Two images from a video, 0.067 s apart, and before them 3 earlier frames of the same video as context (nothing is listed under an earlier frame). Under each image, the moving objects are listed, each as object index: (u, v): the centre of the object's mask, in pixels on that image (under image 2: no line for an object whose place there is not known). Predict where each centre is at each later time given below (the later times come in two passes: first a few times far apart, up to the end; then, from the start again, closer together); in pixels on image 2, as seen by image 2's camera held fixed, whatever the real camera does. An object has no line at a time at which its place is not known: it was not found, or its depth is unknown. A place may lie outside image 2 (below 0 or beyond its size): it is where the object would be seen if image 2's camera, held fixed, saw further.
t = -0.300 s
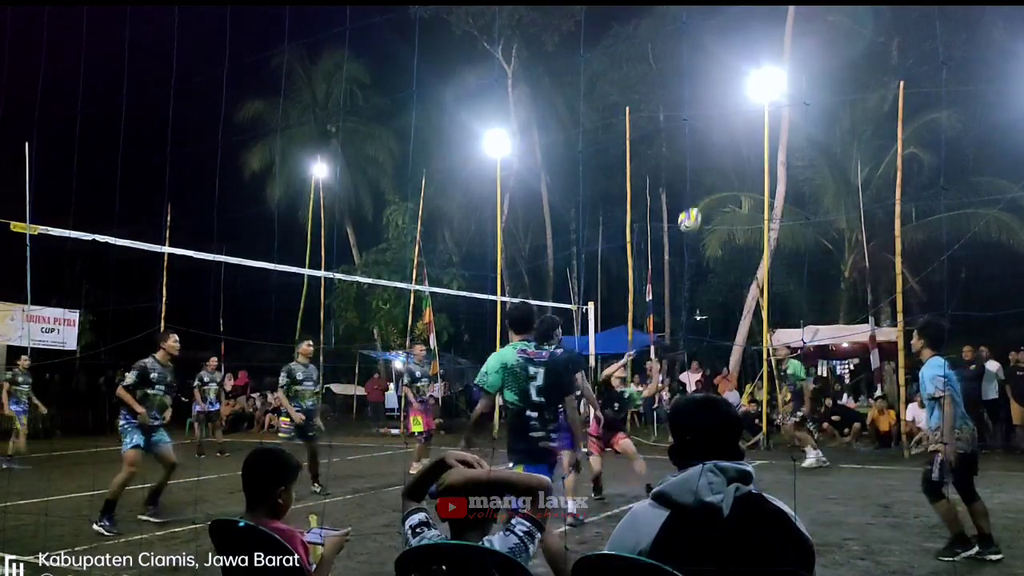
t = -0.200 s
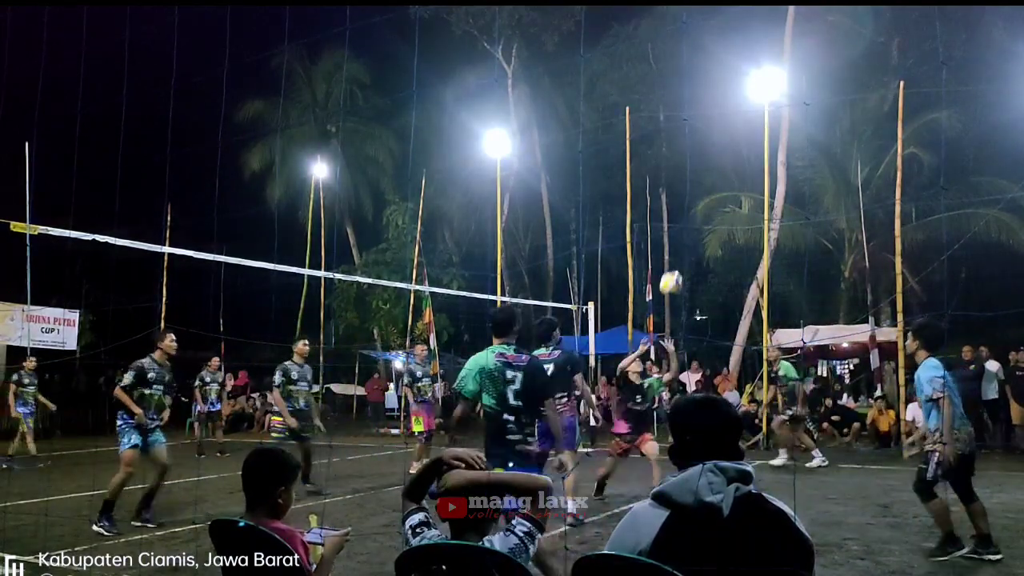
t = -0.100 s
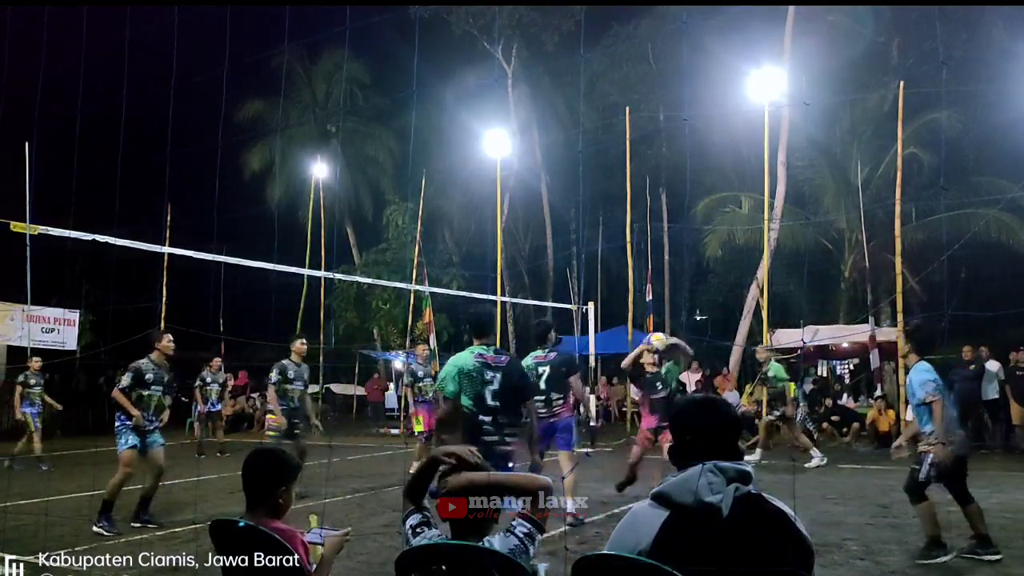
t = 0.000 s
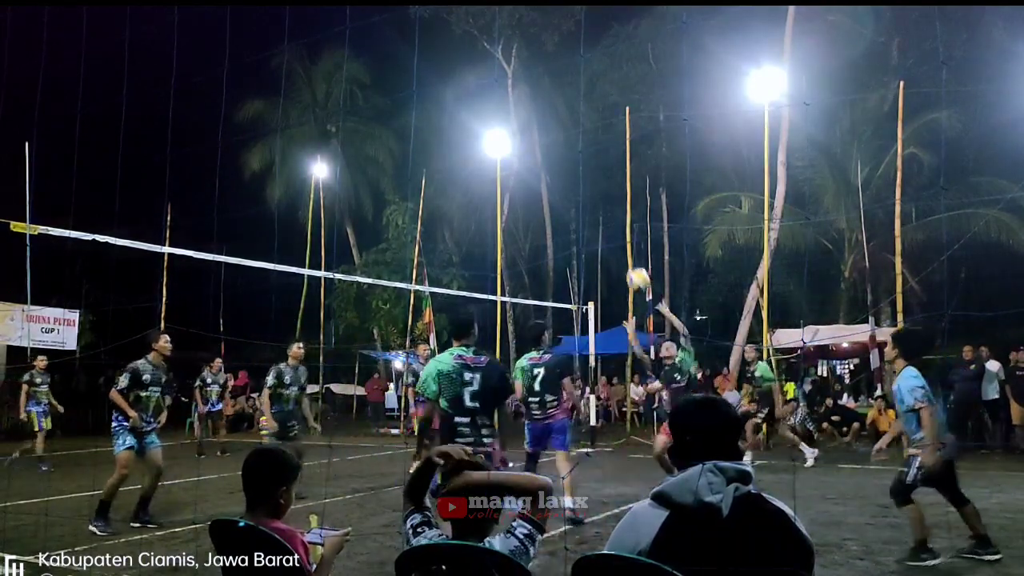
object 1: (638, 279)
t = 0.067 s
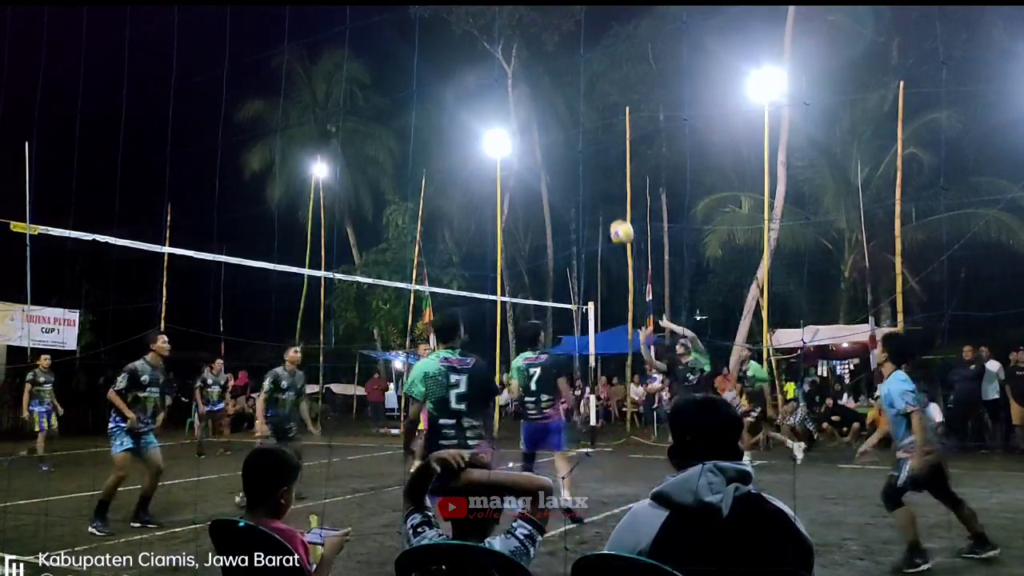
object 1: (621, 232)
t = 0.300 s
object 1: (570, 105)
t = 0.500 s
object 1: (523, 27)
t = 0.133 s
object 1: (605, 188)
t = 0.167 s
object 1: (597, 168)
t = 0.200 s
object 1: (589, 149)
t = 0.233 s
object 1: (586, 139)
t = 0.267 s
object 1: (578, 122)
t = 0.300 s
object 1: (570, 105)
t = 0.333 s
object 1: (562, 89)
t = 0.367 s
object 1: (555, 75)
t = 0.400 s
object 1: (546, 61)
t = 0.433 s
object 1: (539, 48)
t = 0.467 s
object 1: (531, 37)
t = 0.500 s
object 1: (523, 27)
